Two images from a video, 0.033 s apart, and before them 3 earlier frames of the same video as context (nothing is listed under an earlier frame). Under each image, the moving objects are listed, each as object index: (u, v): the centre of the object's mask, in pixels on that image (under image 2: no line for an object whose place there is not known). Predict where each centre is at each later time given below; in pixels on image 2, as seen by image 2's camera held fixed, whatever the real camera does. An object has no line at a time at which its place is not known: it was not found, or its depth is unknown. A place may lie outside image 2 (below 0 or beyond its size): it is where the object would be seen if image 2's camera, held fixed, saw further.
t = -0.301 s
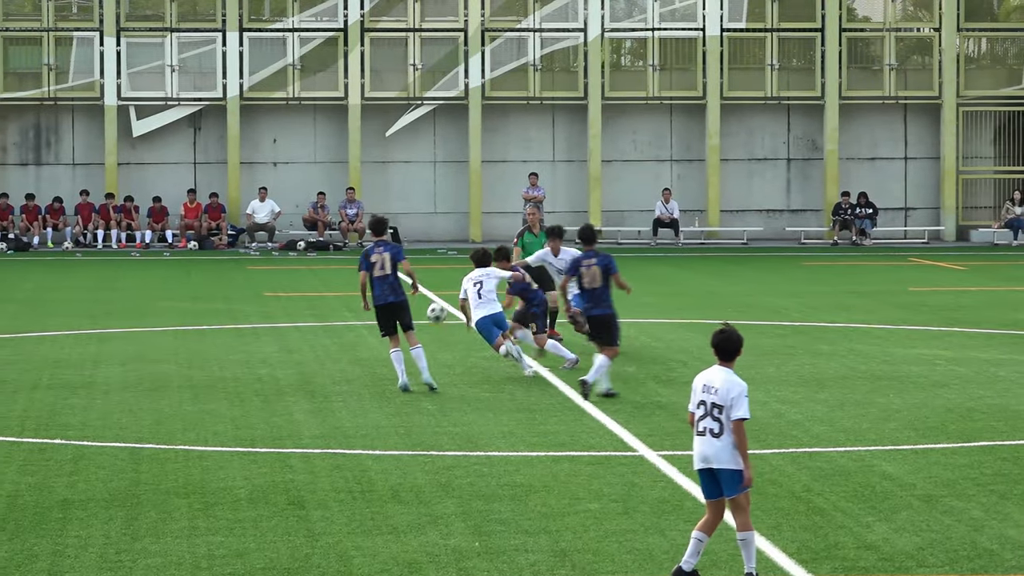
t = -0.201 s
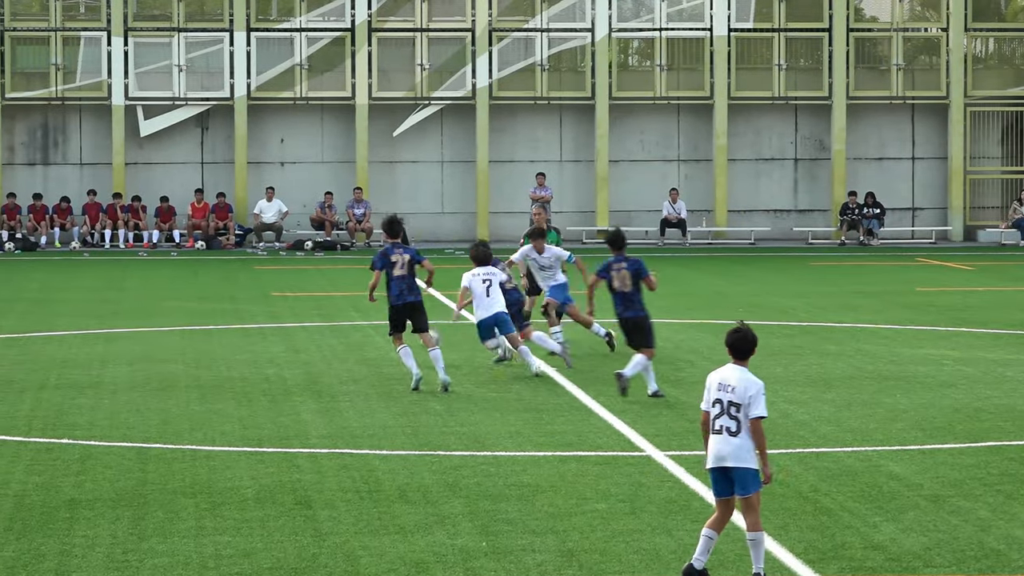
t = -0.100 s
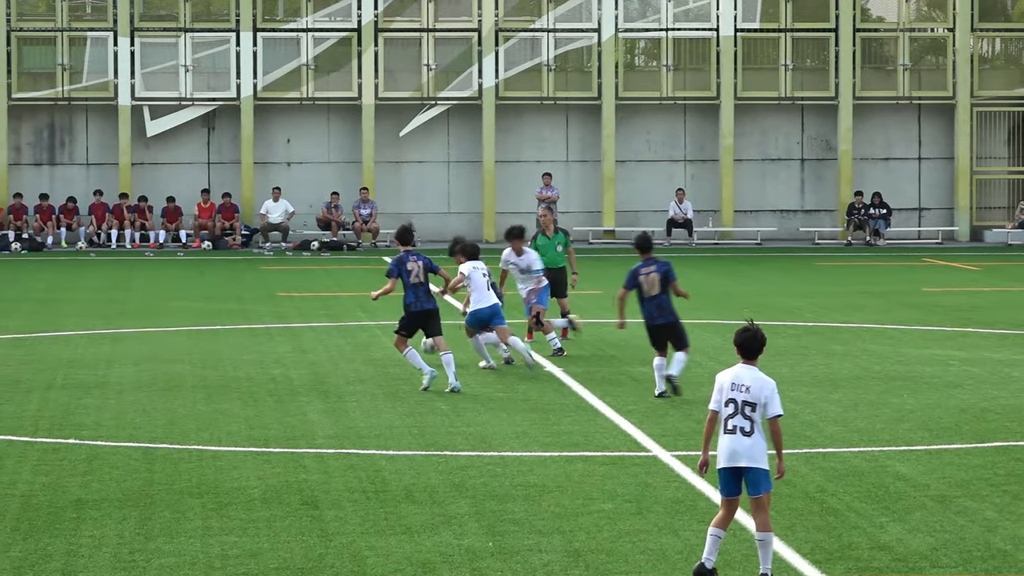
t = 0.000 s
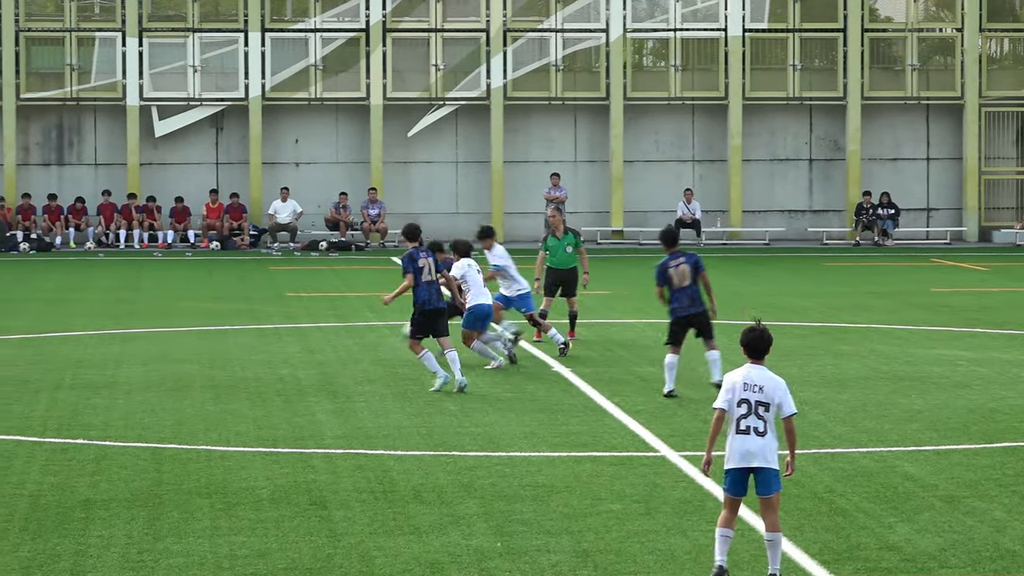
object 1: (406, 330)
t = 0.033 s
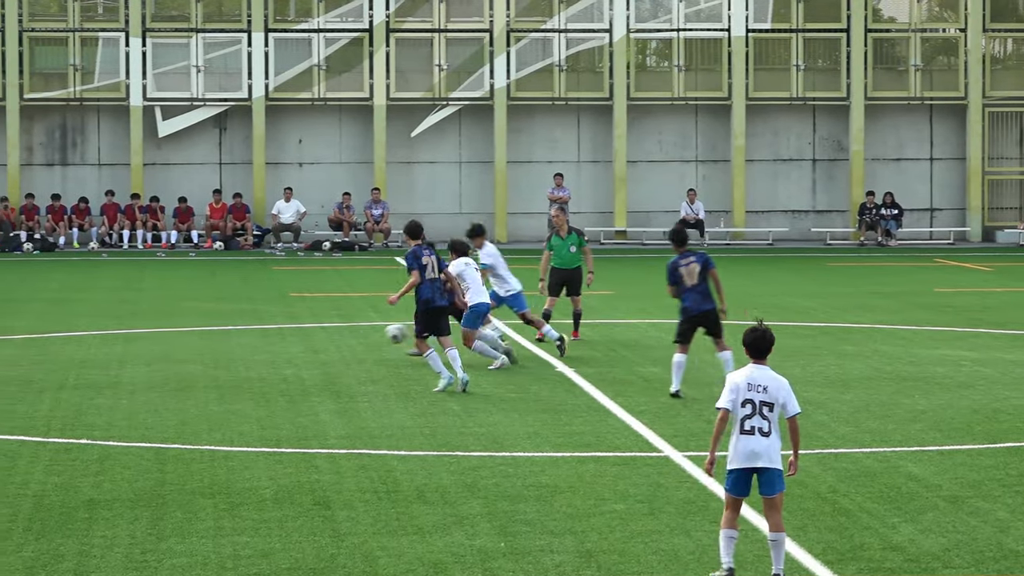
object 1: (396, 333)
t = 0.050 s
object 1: (385, 334)
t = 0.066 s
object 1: (375, 336)
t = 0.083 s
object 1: (365, 338)
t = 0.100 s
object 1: (355, 339)
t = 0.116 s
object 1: (345, 342)
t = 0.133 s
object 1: (335, 344)
